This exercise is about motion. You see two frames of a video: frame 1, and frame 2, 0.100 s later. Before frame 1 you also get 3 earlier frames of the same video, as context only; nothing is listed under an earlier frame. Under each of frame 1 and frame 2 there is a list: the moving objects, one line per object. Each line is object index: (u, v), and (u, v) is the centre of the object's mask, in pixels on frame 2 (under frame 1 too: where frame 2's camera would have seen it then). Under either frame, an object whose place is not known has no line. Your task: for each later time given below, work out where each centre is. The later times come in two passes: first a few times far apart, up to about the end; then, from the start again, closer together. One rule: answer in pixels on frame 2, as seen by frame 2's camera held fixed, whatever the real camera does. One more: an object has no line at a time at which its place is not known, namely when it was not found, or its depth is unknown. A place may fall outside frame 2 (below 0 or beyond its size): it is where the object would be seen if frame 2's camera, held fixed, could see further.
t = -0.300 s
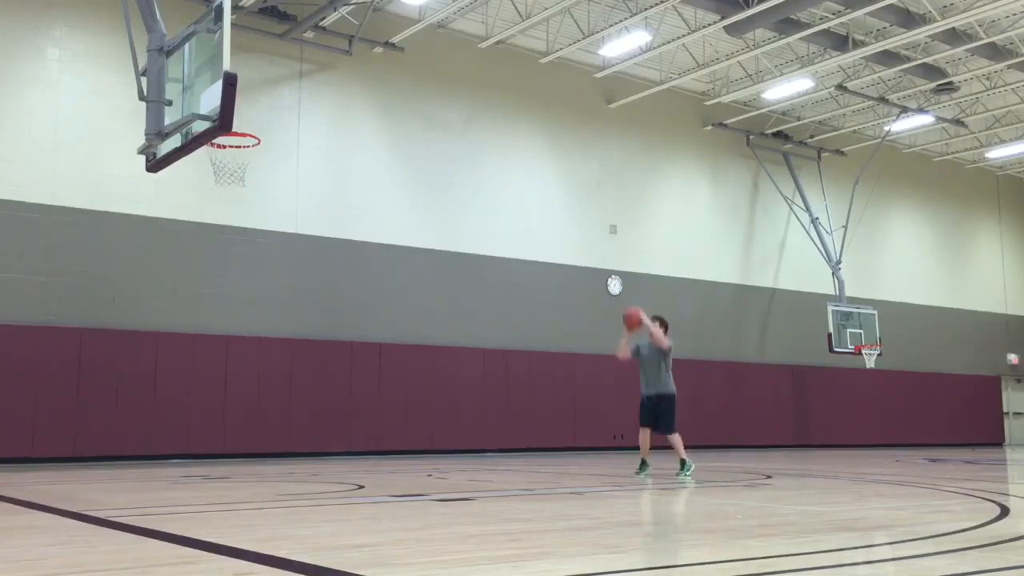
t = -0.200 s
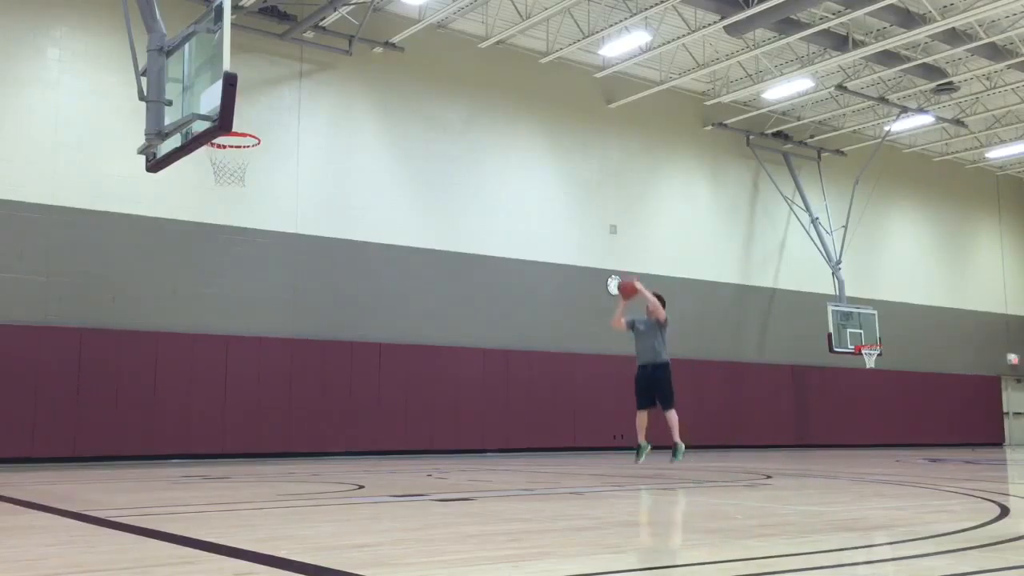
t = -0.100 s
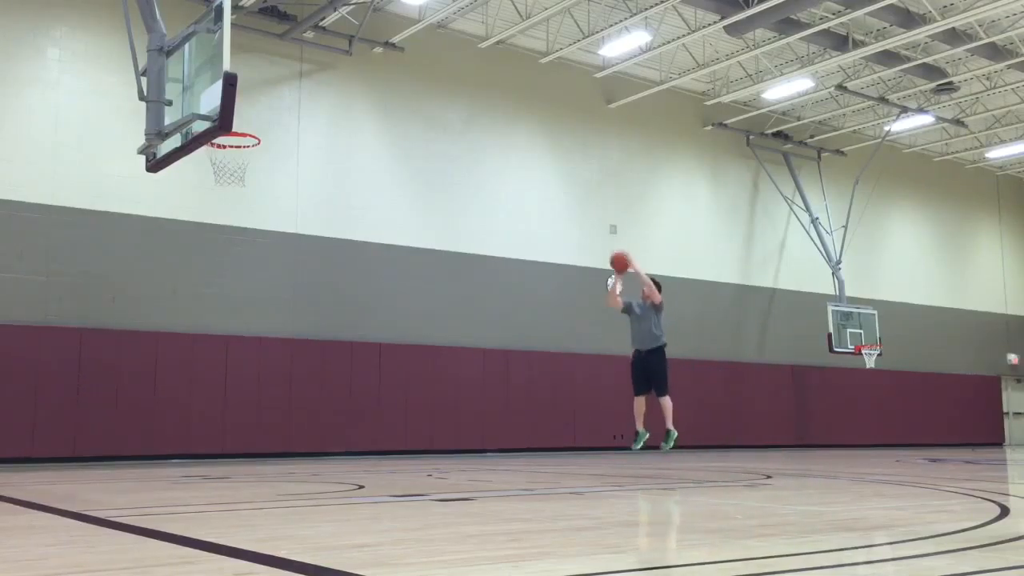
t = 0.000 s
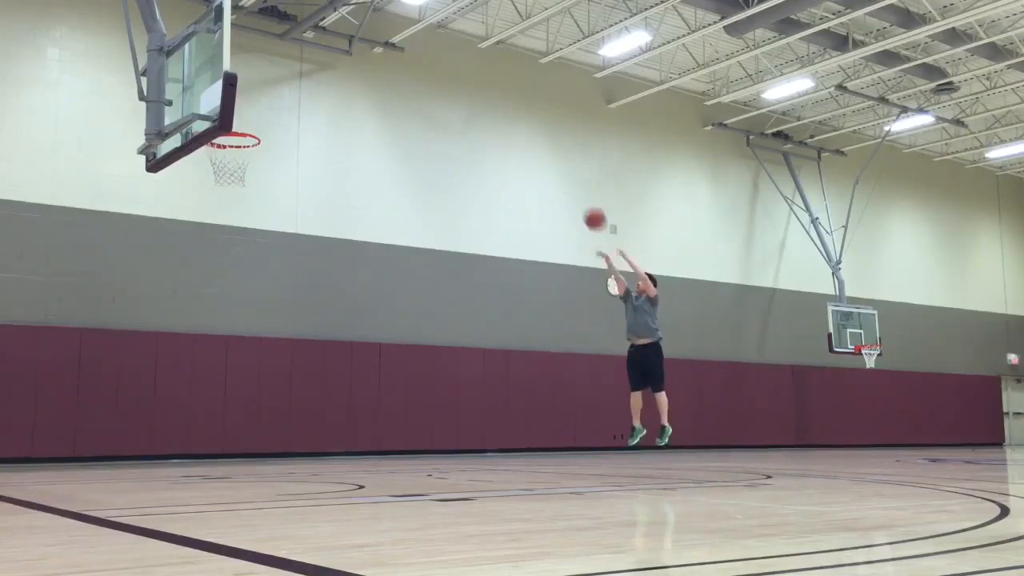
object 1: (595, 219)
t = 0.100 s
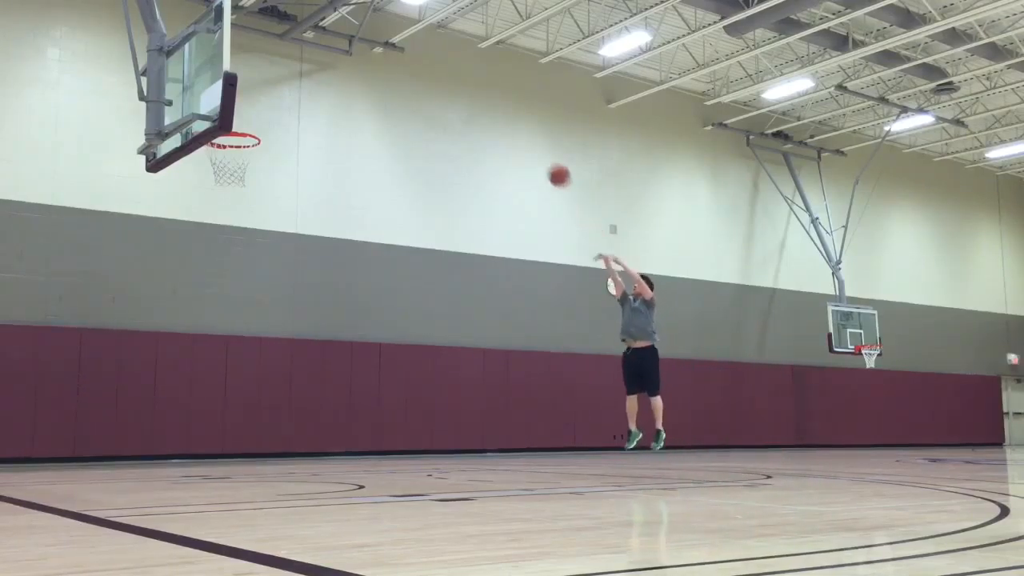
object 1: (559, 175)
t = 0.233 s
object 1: (509, 130)
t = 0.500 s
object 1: (404, 81)
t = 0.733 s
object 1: (302, 91)
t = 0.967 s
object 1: (238, 161)
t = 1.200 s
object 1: (244, 168)
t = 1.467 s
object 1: (206, 217)
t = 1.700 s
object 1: (169, 329)
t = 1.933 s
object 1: (130, 456)
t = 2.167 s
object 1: (107, 342)
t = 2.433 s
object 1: (75, 286)
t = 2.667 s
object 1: (43, 306)
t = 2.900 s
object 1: (10, 395)
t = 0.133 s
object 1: (547, 162)
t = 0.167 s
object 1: (535, 151)
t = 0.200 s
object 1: (522, 139)
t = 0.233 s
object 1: (509, 130)
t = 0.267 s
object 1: (496, 120)
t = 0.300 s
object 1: (484, 112)
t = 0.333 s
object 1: (471, 104)
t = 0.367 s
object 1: (458, 98)
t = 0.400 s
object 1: (445, 92)
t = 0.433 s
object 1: (432, 88)
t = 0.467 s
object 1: (418, 83)
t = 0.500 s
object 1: (404, 81)
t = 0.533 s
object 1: (390, 79)
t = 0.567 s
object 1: (376, 78)
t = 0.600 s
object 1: (363, 78)
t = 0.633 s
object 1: (347, 80)
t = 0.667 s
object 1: (333, 82)
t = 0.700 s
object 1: (318, 86)
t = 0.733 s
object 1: (302, 91)
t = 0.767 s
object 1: (286, 97)
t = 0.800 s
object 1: (270, 104)
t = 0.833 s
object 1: (255, 113)
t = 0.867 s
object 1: (241, 122)
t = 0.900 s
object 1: (223, 142)
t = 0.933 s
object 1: (225, 147)
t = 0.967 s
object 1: (238, 161)
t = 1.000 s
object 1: (249, 167)
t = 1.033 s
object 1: (252, 163)
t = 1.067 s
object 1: (254, 157)
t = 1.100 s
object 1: (253, 158)
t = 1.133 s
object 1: (251, 162)
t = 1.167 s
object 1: (248, 166)
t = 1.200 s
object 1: (244, 168)
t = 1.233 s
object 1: (239, 170)
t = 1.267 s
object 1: (235, 173)
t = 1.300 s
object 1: (230, 177)
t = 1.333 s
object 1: (225, 182)
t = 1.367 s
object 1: (220, 189)
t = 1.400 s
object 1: (216, 197)
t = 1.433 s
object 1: (211, 206)
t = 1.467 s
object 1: (206, 217)
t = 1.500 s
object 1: (201, 229)
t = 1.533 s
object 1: (195, 243)
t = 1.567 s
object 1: (190, 256)
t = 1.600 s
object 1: (185, 272)
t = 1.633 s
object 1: (180, 289)
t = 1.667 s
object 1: (175, 307)
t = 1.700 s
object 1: (169, 329)
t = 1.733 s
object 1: (164, 350)
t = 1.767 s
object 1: (158, 373)
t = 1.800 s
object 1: (152, 398)
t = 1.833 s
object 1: (146, 424)
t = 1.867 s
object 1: (140, 449)
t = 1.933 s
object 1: (130, 456)
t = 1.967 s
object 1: (128, 438)
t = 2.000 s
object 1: (124, 418)
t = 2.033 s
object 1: (121, 400)
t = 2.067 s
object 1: (118, 384)
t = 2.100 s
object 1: (114, 369)
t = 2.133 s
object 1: (111, 354)
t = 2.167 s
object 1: (107, 342)
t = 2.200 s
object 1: (104, 330)
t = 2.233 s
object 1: (99, 320)
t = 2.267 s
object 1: (96, 311)
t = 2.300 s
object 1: (92, 303)
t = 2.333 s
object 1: (88, 297)
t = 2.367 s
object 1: (84, 292)
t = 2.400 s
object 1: (80, 288)
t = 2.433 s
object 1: (75, 286)
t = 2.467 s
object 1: (71, 285)
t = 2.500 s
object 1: (66, 285)
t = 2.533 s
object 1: (62, 286)
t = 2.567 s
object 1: (57, 290)
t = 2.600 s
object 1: (53, 293)
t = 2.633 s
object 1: (48, 299)
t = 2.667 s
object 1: (43, 306)
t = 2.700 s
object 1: (38, 315)
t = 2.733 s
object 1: (33, 325)
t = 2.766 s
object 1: (28, 336)
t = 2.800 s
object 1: (23, 348)
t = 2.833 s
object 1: (17, 363)
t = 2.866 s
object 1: (13, 378)
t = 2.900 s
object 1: (10, 395)
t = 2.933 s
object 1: (7, 414)
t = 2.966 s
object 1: (5, 433)
